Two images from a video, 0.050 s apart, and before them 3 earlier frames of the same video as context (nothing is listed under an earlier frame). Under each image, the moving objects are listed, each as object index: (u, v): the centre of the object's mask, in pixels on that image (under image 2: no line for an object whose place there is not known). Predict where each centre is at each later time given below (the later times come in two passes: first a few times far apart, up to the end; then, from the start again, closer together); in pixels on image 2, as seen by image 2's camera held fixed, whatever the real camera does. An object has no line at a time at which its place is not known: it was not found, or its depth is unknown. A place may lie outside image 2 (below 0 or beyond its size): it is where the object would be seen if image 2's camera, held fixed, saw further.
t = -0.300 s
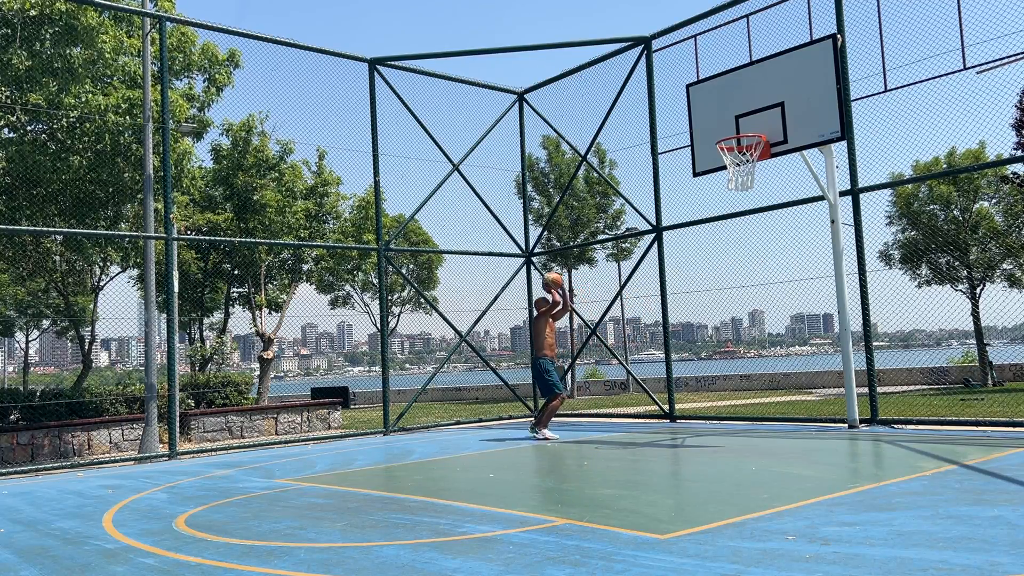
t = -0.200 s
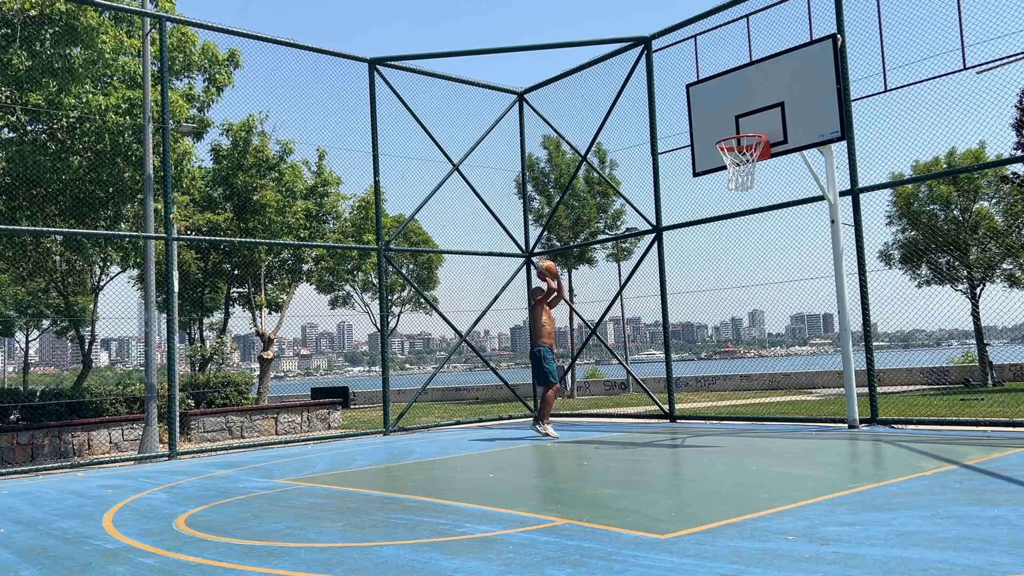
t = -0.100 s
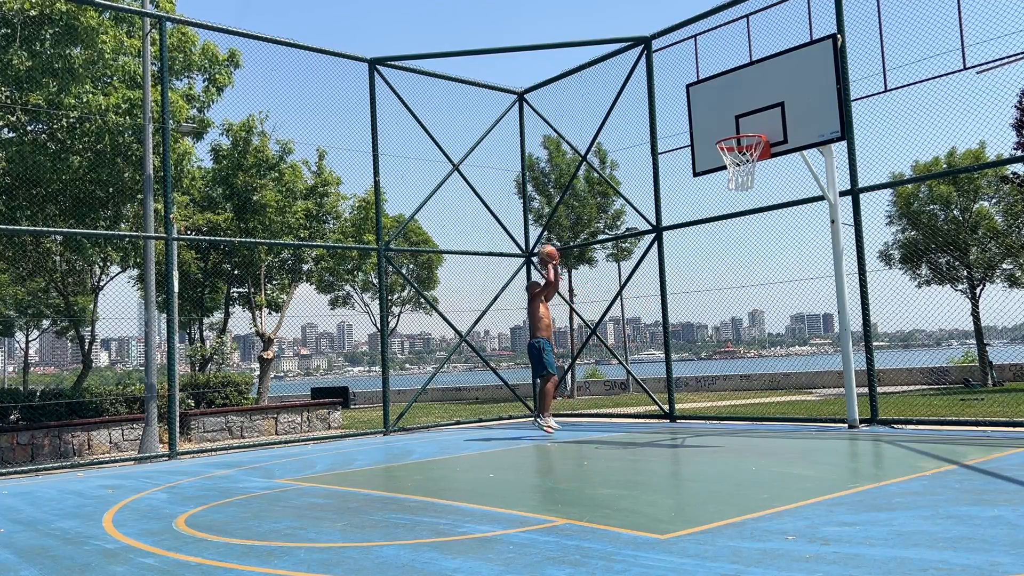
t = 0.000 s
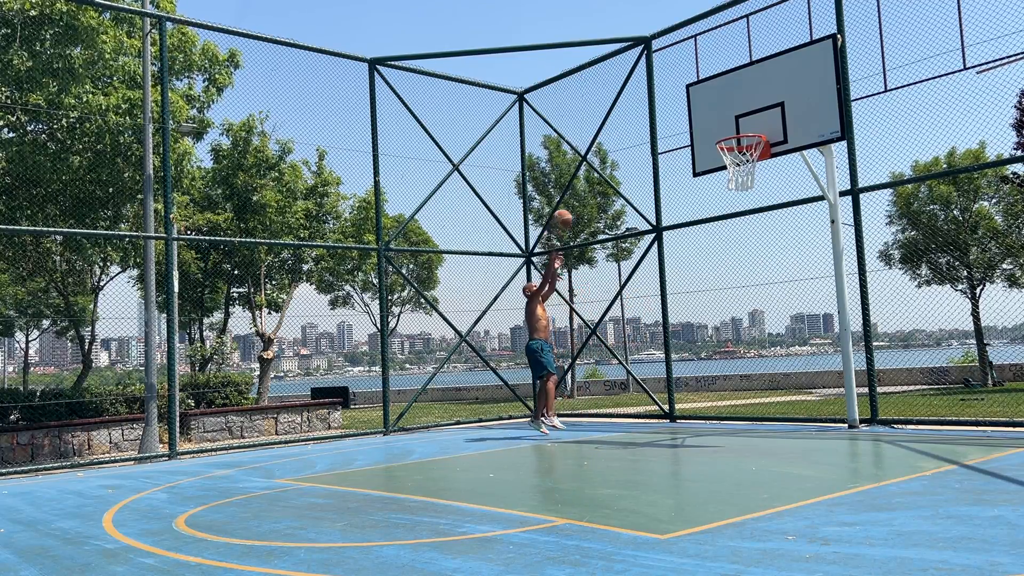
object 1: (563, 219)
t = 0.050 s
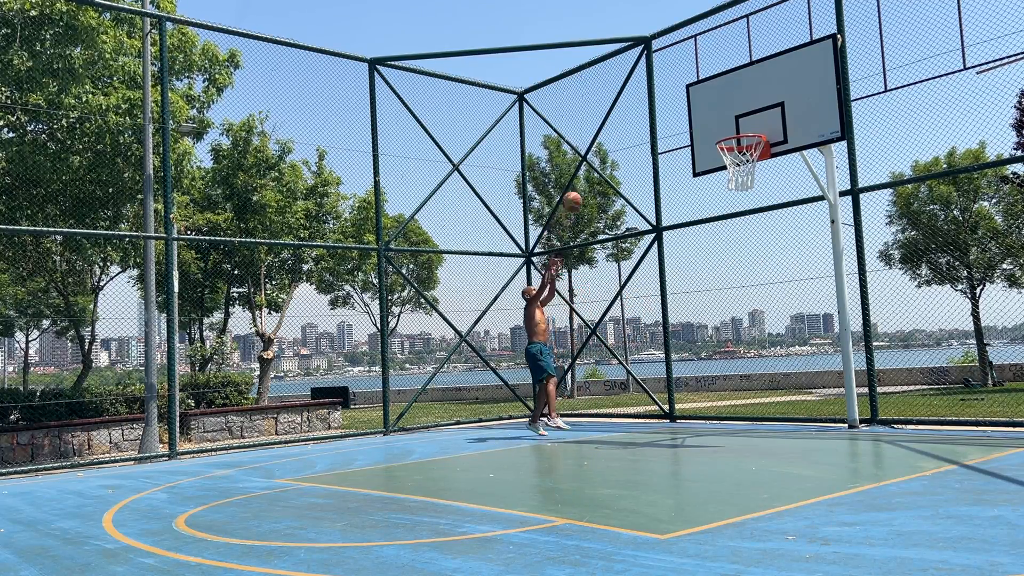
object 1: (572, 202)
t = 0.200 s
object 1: (605, 159)
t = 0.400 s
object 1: (654, 126)
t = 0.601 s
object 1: (709, 126)
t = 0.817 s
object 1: (761, 164)
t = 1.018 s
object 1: (765, 213)
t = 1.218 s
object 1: (775, 305)
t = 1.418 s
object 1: (788, 431)
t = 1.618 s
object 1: (746, 324)
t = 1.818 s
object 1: (709, 263)
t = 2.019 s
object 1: (678, 243)
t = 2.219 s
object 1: (650, 260)
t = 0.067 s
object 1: (575, 196)
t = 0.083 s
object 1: (580, 191)
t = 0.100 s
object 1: (582, 187)
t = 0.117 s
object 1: (587, 181)
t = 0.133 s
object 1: (590, 176)
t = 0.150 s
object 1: (594, 172)
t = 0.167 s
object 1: (597, 167)
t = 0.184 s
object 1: (602, 162)
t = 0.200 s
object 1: (605, 159)
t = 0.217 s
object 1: (609, 154)
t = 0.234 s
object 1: (613, 151)
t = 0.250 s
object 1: (616, 147)
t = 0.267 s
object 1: (621, 144)
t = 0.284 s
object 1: (624, 141)
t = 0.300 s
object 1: (628, 138)
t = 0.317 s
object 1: (633, 136)
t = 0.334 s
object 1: (637, 133)
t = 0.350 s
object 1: (641, 131)
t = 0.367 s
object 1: (645, 129)
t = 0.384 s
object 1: (649, 127)
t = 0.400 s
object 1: (654, 126)
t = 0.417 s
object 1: (658, 125)
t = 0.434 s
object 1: (663, 124)
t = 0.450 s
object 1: (667, 123)
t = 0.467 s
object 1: (671, 122)
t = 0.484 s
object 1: (676, 122)
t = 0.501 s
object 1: (680, 122)
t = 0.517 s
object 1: (685, 122)
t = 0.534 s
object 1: (689, 122)
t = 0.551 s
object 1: (695, 123)
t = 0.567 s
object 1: (700, 124)
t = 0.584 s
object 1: (705, 125)
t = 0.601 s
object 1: (709, 126)
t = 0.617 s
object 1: (714, 128)
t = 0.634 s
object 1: (719, 129)
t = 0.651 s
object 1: (724, 129)
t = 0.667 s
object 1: (730, 132)
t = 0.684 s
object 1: (734, 131)
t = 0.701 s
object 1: (741, 132)
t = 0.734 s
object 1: (755, 144)
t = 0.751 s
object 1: (756, 147)
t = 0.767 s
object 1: (759, 152)
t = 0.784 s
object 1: (760, 156)
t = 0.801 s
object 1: (760, 158)
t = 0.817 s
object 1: (761, 164)
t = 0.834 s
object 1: (761, 167)
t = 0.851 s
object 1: (762, 171)
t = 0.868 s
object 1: (762, 172)
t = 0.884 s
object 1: (762, 174)
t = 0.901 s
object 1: (762, 178)
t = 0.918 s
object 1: (763, 182)
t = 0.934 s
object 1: (763, 186)
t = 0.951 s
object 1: (763, 191)
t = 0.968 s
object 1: (764, 196)
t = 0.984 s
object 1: (764, 201)
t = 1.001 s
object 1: (765, 207)
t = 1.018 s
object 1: (765, 213)
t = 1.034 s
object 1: (766, 219)
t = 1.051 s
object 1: (767, 225)
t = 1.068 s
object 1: (768, 232)
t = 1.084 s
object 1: (768, 239)
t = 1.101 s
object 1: (769, 246)
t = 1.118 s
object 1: (770, 254)
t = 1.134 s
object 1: (771, 262)
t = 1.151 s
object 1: (772, 269)
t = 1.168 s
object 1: (772, 278)
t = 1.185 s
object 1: (773, 287)
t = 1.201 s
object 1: (774, 296)
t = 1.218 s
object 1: (775, 305)
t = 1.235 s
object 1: (776, 315)
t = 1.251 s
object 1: (777, 324)
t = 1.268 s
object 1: (778, 335)
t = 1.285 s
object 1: (779, 345)
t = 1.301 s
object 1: (780, 356)
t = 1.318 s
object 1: (782, 367)
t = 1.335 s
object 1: (783, 379)
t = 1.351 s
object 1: (784, 390)
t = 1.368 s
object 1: (786, 403)
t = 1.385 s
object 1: (788, 415)
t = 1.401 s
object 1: (788, 428)
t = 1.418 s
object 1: (788, 431)
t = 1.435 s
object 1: (784, 421)
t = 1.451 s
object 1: (780, 410)
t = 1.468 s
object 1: (777, 400)
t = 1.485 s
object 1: (773, 390)
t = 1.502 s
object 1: (770, 380)
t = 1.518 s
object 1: (766, 371)
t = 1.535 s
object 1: (763, 363)
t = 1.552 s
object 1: (759, 355)
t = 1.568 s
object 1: (756, 346)
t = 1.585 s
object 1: (753, 338)
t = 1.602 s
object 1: (749, 332)
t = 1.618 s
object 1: (746, 324)
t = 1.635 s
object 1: (743, 318)
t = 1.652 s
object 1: (739, 311)
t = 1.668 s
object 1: (736, 305)
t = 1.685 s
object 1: (733, 299)
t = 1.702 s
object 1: (730, 293)
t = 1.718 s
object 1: (727, 288)
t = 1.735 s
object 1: (724, 283)
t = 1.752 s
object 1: (721, 278)
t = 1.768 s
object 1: (718, 274)
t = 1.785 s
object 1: (715, 270)
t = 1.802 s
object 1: (712, 267)
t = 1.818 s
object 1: (709, 263)
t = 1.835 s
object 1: (707, 260)
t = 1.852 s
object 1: (704, 257)
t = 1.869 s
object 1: (701, 254)
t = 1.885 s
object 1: (699, 252)
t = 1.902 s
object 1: (696, 250)
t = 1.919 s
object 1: (693, 248)
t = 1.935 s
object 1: (690, 246)
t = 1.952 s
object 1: (688, 245)
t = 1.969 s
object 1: (685, 244)
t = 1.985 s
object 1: (683, 243)
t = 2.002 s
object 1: (680, 243)
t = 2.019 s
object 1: (678, 243)
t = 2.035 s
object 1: (675, 242)
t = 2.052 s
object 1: (673, 243)
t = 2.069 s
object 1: (670, 243)
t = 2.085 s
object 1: (668, 244)
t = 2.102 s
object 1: (666, 246)
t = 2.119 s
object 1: (663, 247)
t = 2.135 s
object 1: (661, 248)
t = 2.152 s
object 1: (659, 250)
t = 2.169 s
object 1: (657, 252)
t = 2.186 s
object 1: (655, 255)
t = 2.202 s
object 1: (652, 258)
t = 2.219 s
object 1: (650, 260)
